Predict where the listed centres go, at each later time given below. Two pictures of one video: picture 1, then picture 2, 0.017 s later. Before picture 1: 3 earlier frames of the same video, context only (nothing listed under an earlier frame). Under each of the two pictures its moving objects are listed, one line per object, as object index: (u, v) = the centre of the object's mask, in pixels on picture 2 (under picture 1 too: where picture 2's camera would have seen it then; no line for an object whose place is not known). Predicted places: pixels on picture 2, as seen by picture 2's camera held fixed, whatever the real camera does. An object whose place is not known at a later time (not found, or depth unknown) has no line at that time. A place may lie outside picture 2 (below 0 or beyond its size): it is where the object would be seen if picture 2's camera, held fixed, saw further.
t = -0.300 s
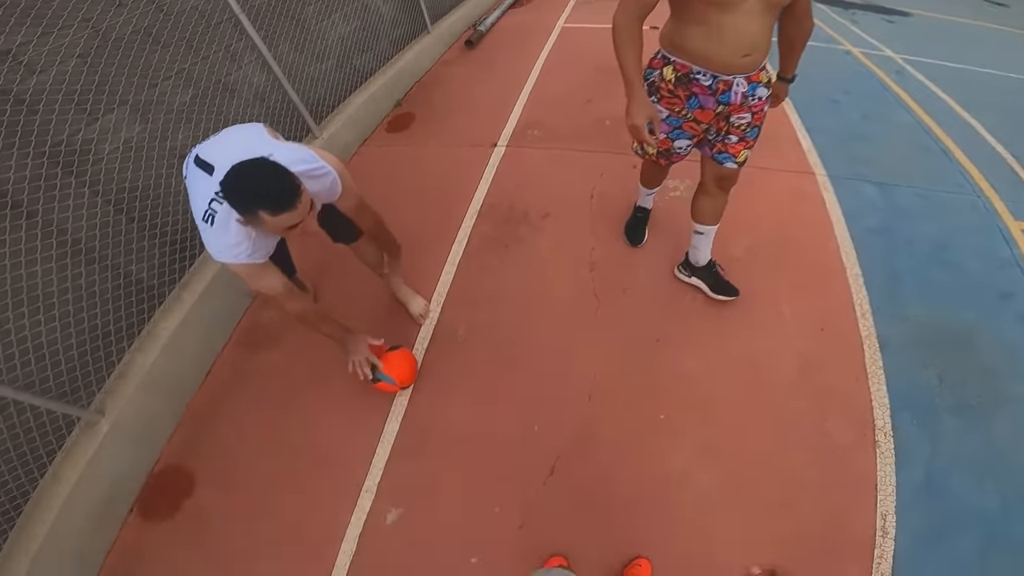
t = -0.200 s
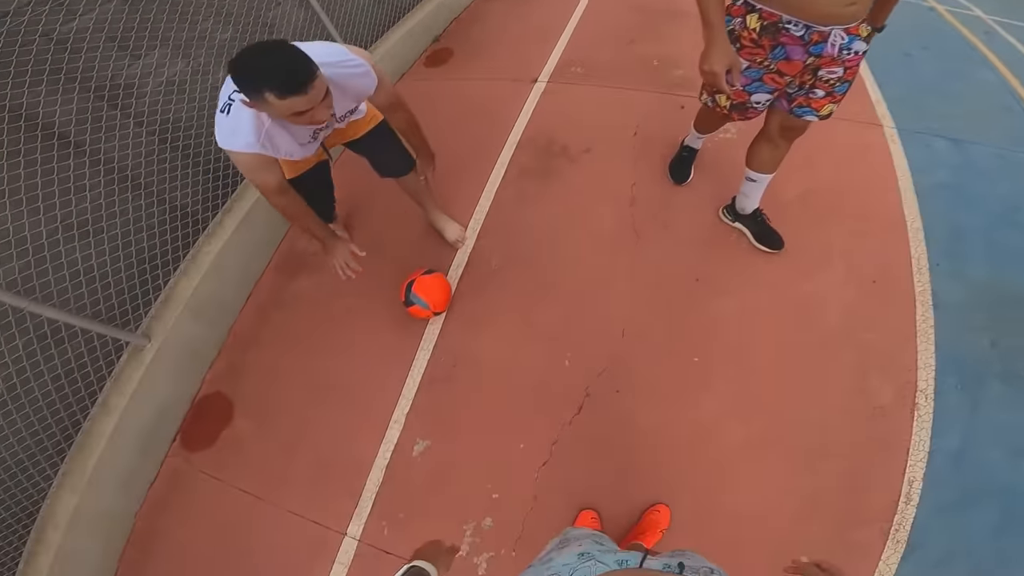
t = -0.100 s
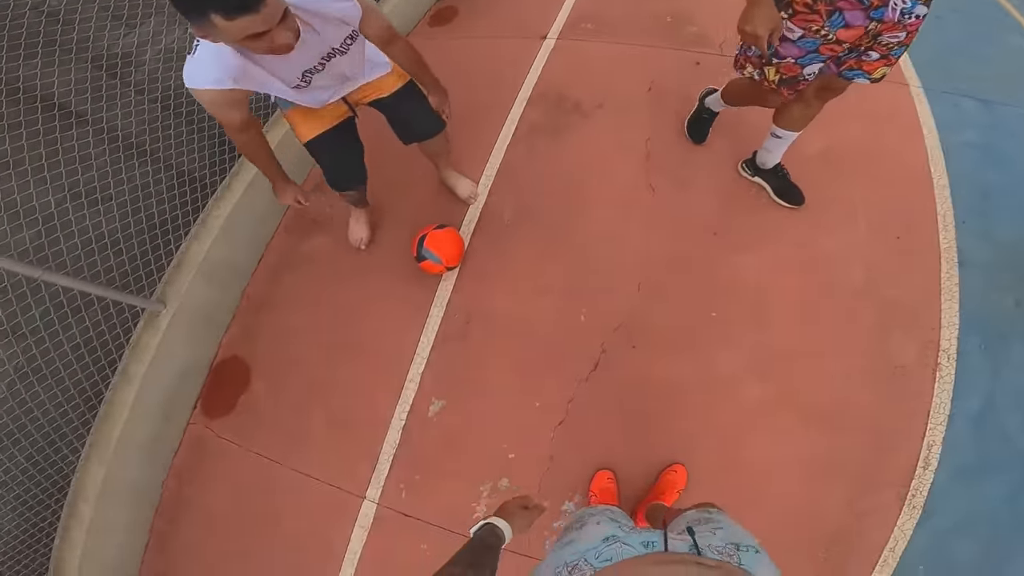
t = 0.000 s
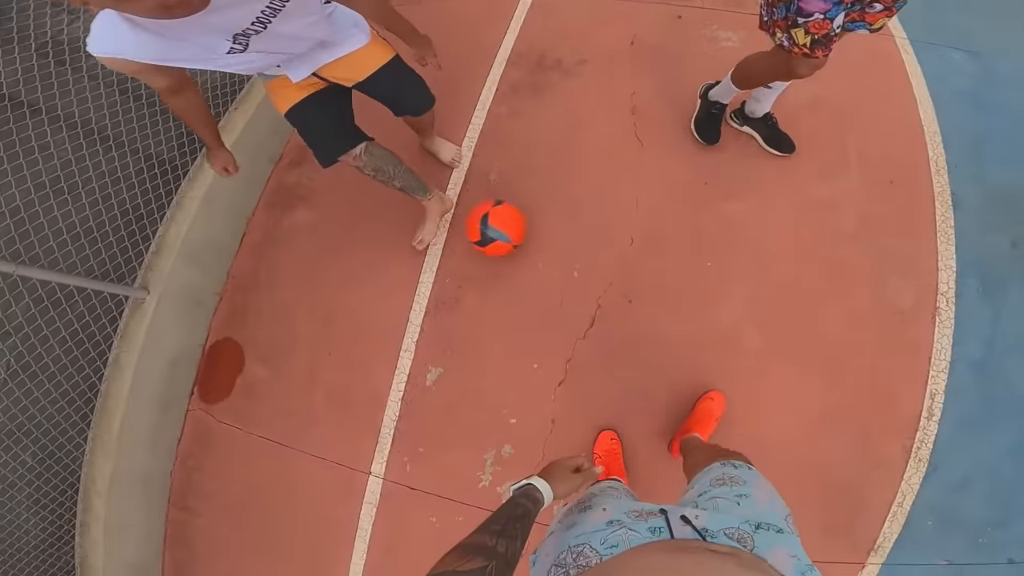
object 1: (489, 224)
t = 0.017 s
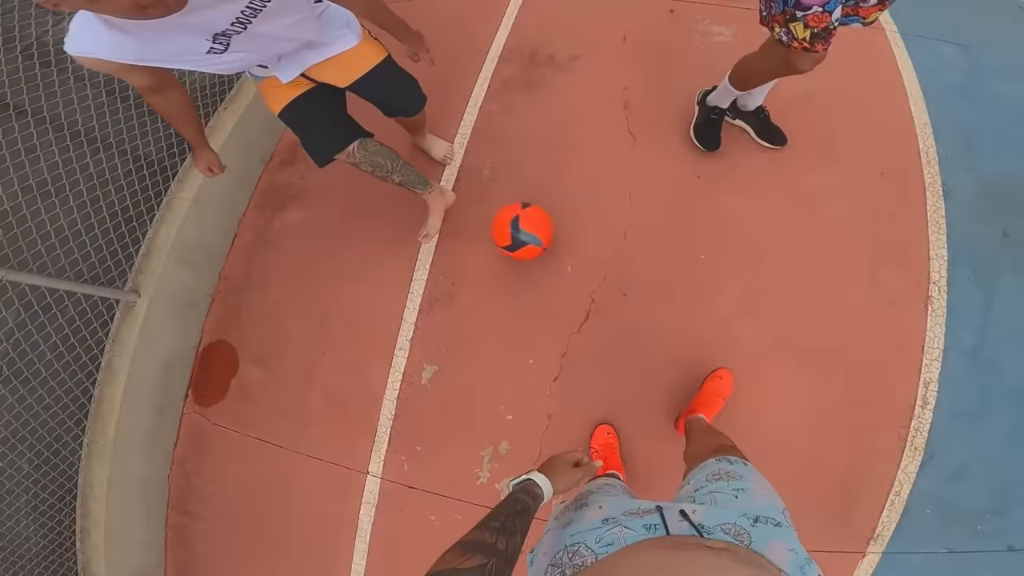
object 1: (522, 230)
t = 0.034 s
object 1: (558, 237)
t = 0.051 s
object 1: (596, 247)
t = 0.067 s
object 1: (635, 256)
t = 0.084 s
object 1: (676, 266)
